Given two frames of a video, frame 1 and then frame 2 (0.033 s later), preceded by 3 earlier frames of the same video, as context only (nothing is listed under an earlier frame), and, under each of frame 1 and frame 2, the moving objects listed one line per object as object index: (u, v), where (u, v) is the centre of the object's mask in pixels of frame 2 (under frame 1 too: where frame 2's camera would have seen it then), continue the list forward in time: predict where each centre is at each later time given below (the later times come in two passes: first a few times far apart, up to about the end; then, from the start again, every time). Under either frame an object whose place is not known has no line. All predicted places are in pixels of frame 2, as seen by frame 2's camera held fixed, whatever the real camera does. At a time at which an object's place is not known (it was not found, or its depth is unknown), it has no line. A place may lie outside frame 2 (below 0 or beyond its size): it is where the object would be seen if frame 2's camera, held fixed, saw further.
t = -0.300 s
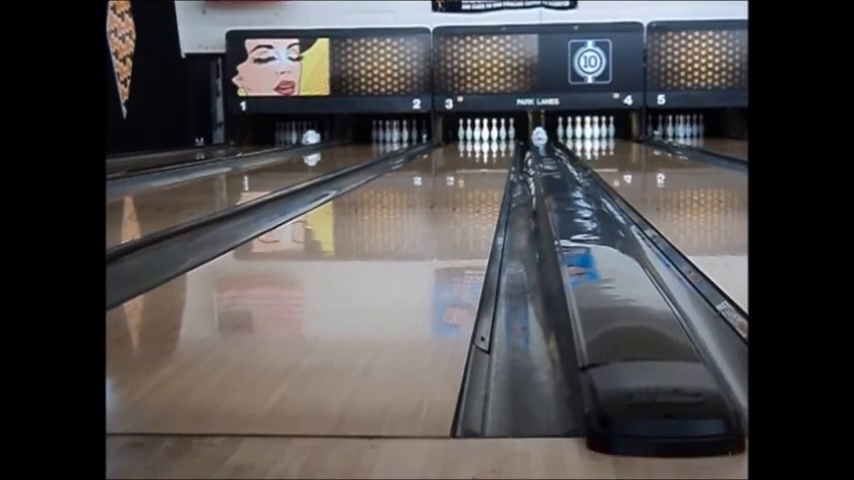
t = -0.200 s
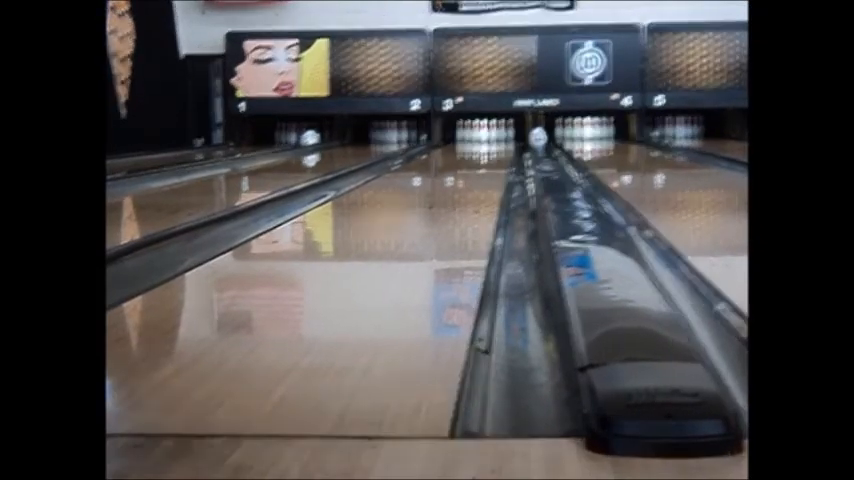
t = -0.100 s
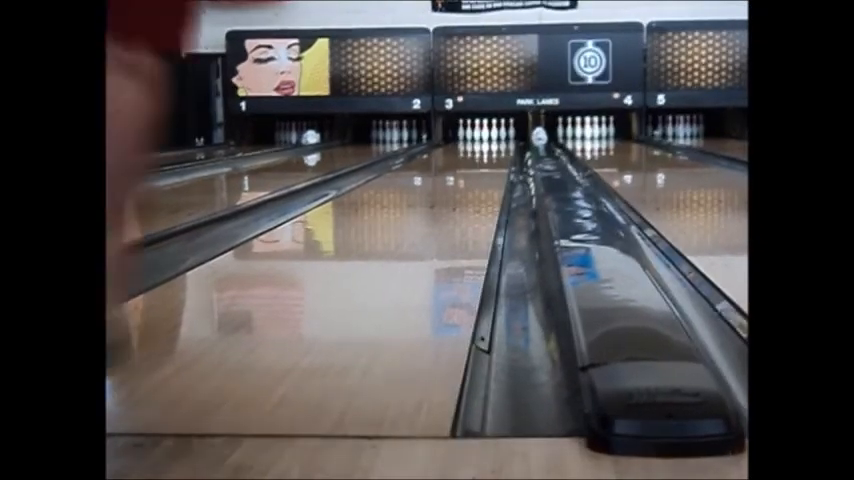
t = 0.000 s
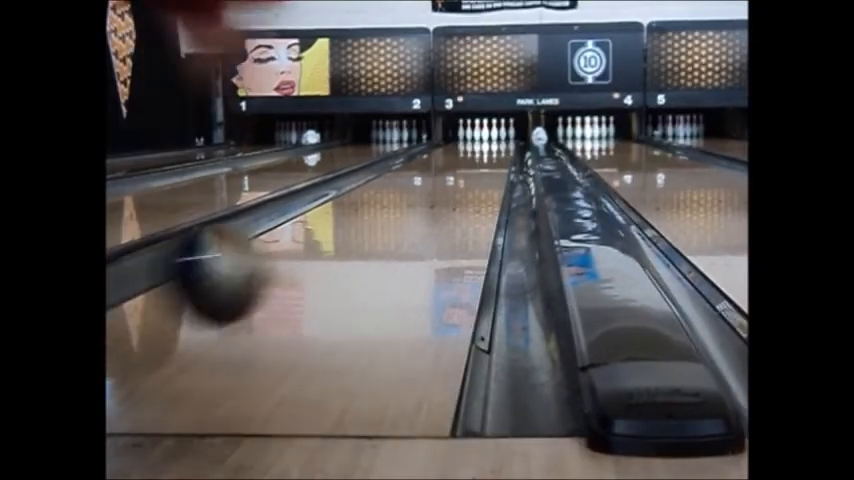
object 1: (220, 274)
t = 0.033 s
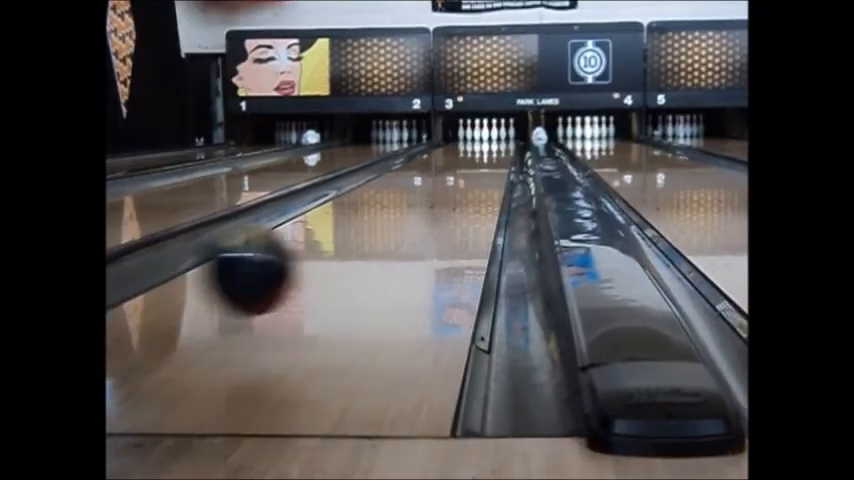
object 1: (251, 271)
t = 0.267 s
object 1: (377, 227)
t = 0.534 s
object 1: (436, 190)
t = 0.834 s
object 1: (469, 167)
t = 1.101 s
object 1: (485, 156)
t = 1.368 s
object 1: (496, 149)
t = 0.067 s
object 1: (279, 270)
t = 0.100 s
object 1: (300, 273)
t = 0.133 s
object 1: (318, 261)
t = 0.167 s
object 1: (335, 251)
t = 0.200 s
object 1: (354, 244)
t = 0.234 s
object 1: (366, 236)
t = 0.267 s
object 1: (377, 227)
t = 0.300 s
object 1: (388, 220)
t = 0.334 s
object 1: (398, 214)
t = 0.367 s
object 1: (406, 210)
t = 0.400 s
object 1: (414, 205)
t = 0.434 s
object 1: (420, 199)
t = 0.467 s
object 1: (425, 195)
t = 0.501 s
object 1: (431, 192)
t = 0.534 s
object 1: (436, 190)
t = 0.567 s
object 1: (441, 187)
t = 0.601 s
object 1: (446, 183)
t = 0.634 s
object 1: (449, 180)
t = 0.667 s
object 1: (454, 177)
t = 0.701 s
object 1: (456, 176)
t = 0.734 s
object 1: (460, 173)
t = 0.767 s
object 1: (464, 171)
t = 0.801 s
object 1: (466, 169)
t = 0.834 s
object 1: (469, 167)
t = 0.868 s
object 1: (471, 166)
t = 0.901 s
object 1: (474, 164)
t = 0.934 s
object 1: (476, 162)
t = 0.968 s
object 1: (479, 161)
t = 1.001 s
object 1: (480, 159)
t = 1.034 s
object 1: (482, 158)
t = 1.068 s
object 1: (483, 157)
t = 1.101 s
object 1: (485, 156)
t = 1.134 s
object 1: (487, 155)
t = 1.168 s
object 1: (488, 152)
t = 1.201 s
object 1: (489, 153)
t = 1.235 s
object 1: (490, 151)
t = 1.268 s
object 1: (490, 152)
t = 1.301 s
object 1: (492, 151)
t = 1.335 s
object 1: (494, 150)
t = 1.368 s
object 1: (496, 149)
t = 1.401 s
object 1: (497, 148)
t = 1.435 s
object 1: (498, 147)
